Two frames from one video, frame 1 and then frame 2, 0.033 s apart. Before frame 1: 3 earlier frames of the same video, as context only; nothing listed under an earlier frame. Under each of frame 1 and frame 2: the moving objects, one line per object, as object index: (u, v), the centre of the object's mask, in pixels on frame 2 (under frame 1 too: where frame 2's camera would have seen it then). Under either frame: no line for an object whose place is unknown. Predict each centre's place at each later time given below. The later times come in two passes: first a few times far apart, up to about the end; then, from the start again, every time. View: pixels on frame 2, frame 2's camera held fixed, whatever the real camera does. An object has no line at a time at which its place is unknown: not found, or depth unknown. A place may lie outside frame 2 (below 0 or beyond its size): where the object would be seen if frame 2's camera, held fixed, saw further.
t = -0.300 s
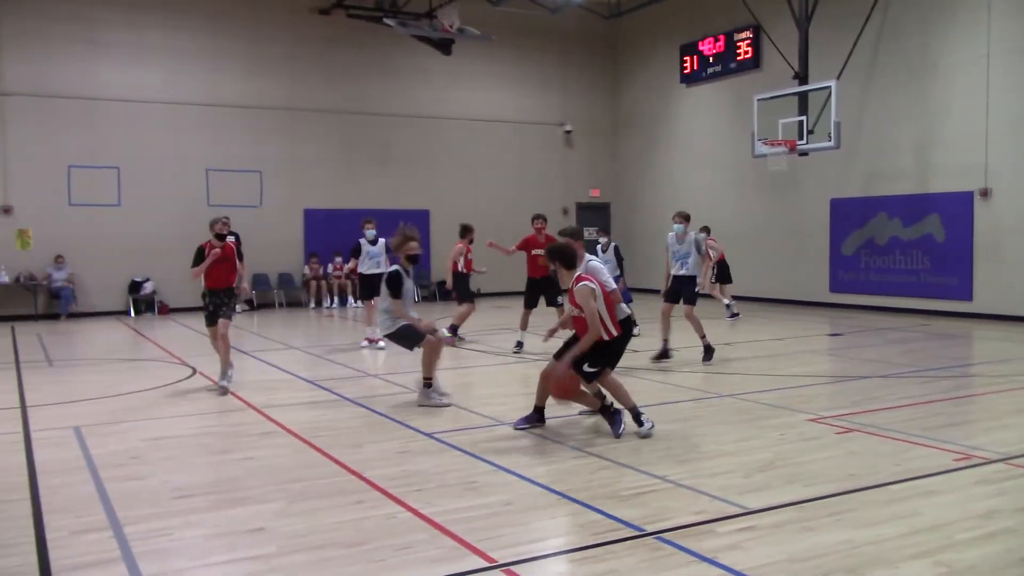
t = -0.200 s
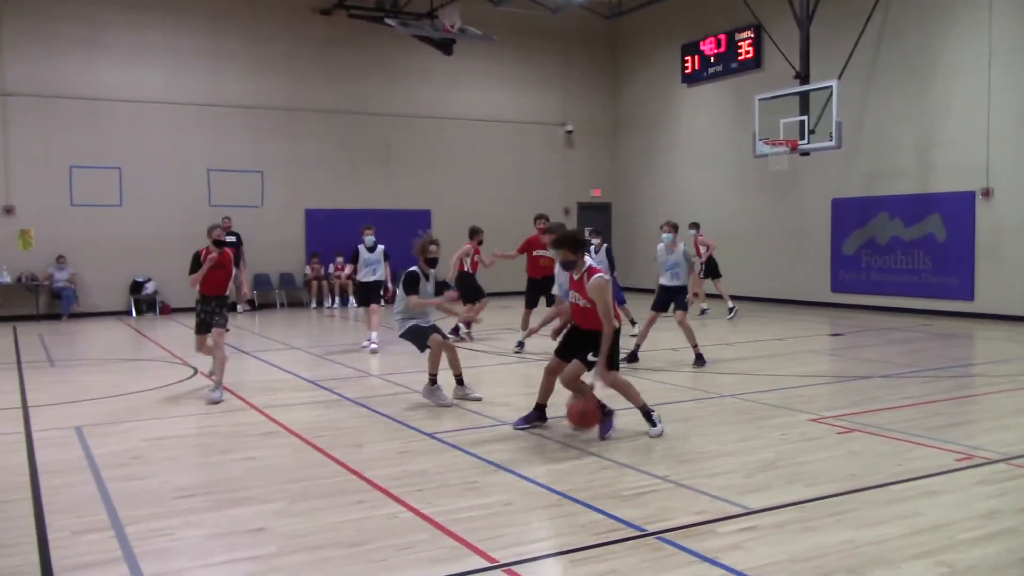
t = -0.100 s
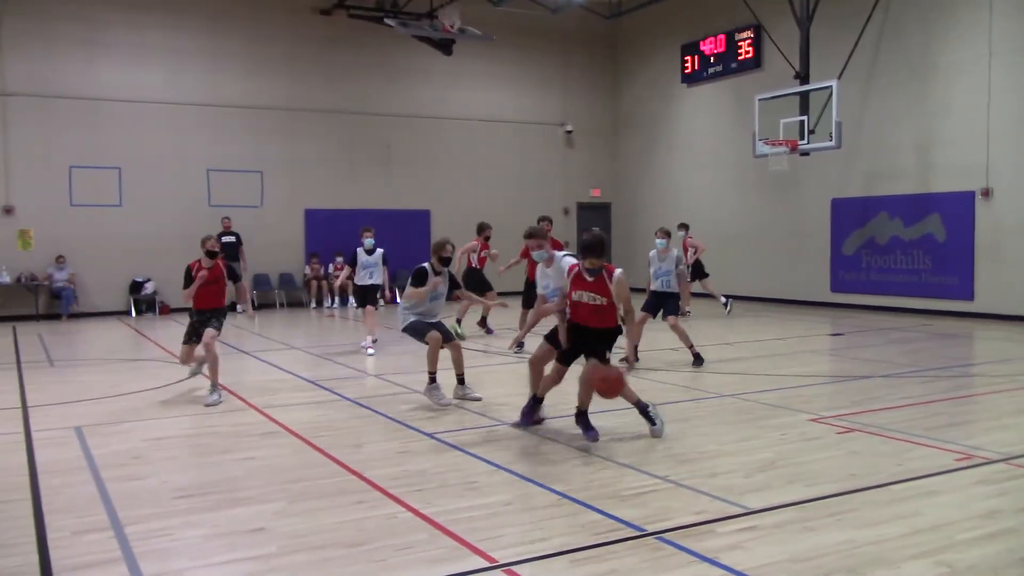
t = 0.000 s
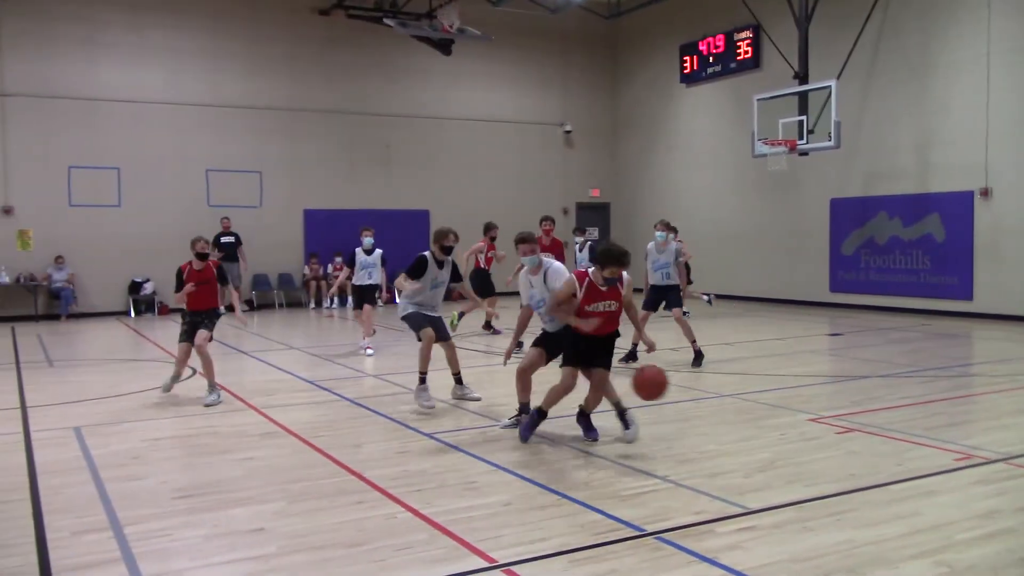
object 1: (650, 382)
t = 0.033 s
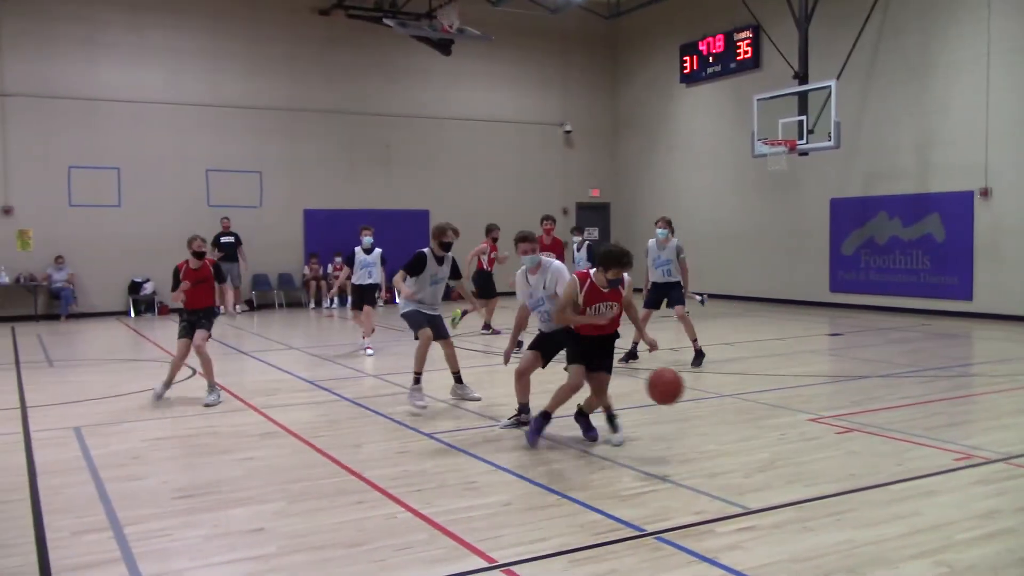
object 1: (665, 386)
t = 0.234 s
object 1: (767, 451)
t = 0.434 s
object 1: (845, 441)
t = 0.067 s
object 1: (681, 392)
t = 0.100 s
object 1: (697, 399)
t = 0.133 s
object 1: (713, 408)
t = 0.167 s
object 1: (730, 420)
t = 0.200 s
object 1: (748, 434)
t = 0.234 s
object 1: (767, 451)
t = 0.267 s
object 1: (787, 470)
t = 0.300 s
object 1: (803, 477)
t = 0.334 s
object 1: (813, 466)
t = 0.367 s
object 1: (823, 456)
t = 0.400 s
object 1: (834, 448)
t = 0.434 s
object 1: (845, 441)
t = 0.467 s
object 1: (857, 437)
